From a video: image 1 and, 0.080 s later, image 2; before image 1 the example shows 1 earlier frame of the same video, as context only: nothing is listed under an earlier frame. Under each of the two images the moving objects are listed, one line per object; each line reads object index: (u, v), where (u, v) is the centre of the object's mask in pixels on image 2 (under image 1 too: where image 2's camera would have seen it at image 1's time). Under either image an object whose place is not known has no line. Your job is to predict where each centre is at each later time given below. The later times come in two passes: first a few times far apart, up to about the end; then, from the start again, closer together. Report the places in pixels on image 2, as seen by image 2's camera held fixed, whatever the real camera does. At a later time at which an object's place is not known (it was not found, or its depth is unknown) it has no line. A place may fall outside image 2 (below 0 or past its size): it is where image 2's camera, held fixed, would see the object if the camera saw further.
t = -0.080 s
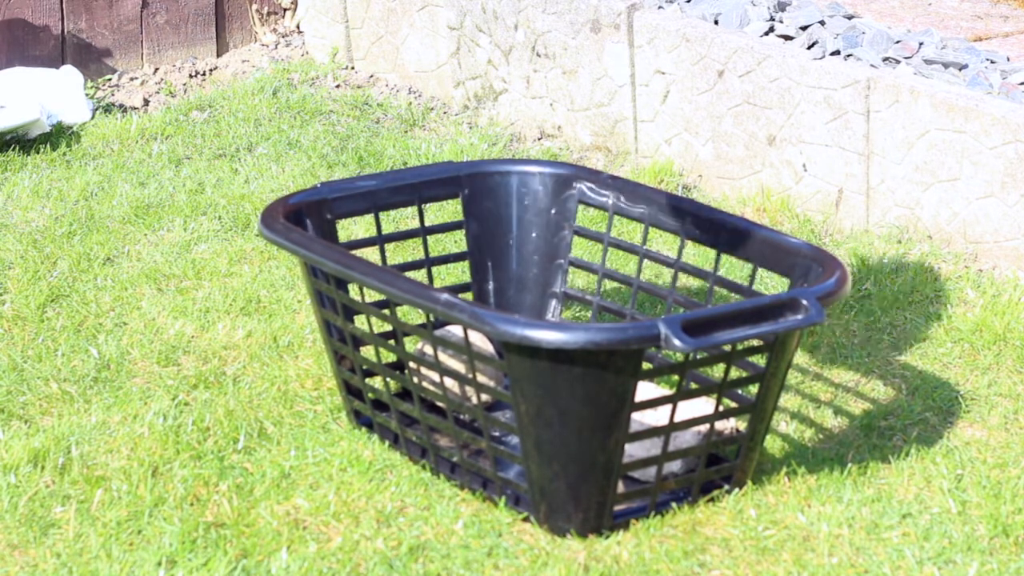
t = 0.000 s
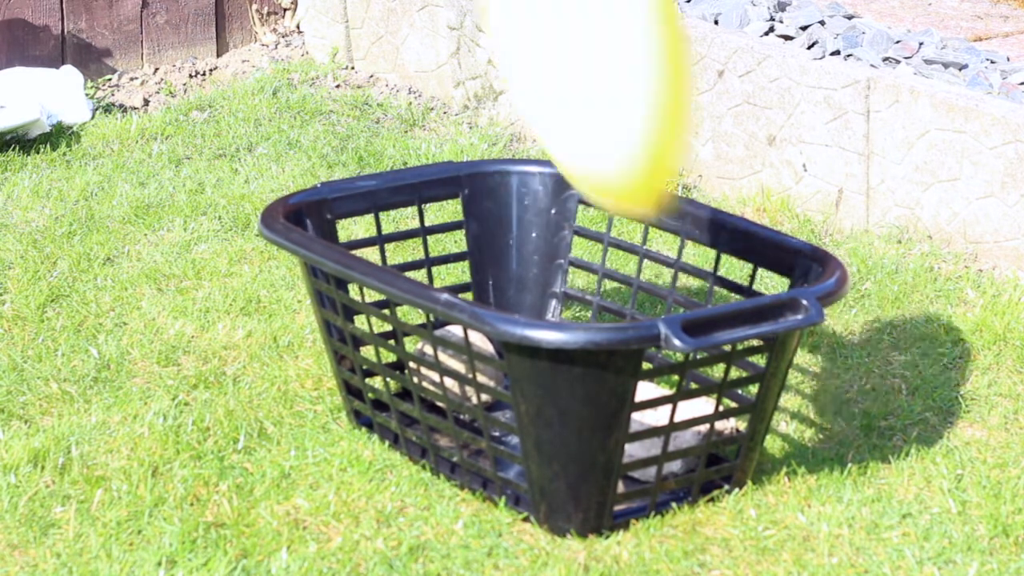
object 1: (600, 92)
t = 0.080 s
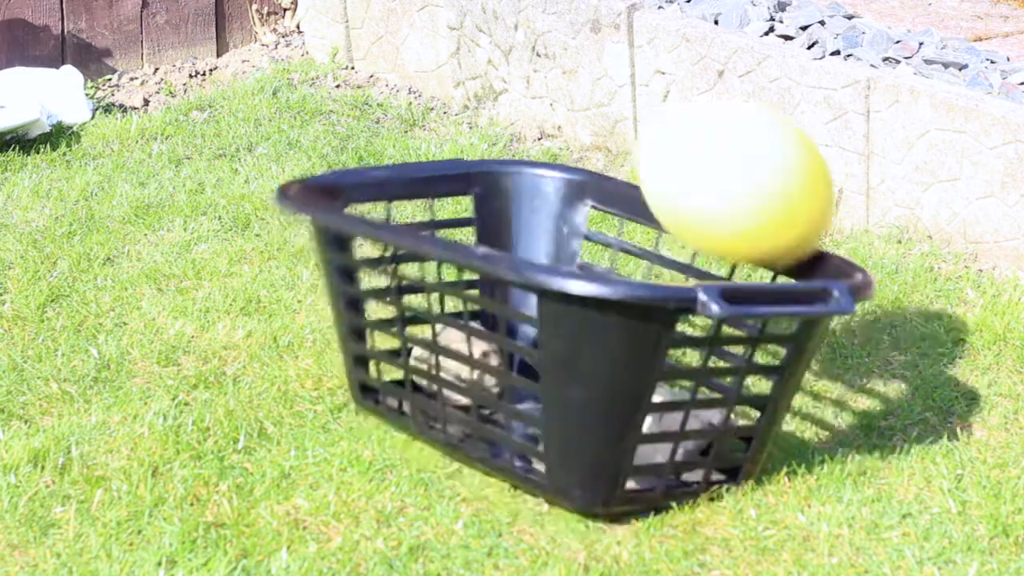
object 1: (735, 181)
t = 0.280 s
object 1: (565, 28)
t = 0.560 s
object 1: (363, 123)
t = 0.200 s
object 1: (621, 36)
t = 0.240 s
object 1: (591, 27)
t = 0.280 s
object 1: (565, 28)
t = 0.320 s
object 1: (528, 27)
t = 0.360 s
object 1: (488, 25)
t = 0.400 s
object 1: (457, 32)
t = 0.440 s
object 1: (430, 53)
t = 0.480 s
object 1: (400, 87)
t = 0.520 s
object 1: (374, 128)
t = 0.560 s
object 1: (363, 123)
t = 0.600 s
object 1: (353, 80)
